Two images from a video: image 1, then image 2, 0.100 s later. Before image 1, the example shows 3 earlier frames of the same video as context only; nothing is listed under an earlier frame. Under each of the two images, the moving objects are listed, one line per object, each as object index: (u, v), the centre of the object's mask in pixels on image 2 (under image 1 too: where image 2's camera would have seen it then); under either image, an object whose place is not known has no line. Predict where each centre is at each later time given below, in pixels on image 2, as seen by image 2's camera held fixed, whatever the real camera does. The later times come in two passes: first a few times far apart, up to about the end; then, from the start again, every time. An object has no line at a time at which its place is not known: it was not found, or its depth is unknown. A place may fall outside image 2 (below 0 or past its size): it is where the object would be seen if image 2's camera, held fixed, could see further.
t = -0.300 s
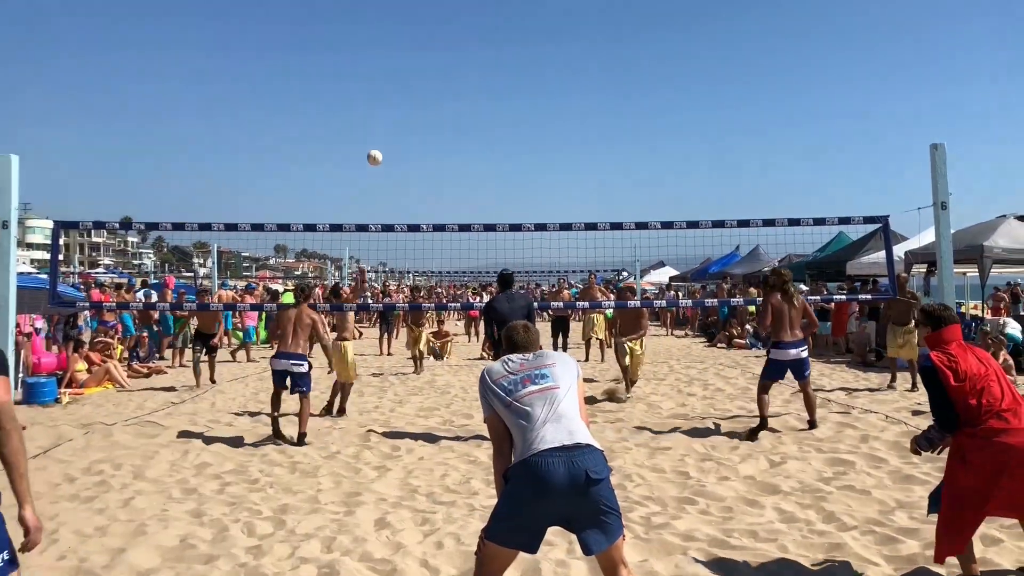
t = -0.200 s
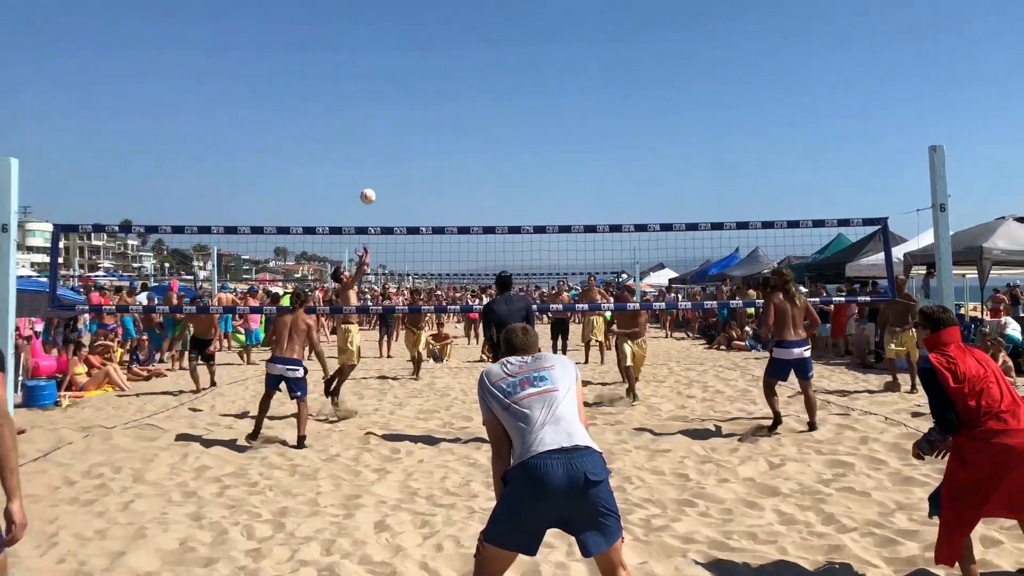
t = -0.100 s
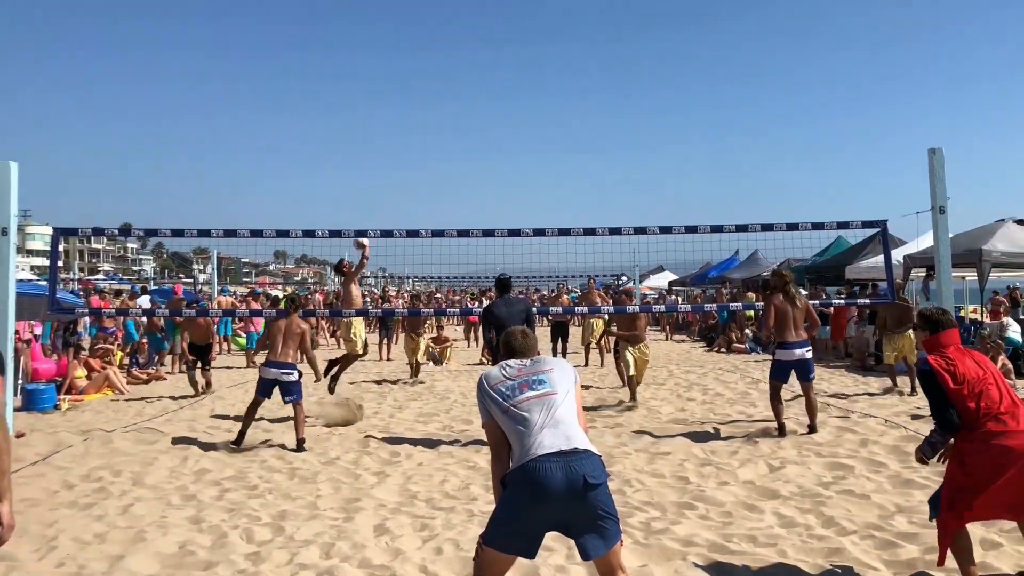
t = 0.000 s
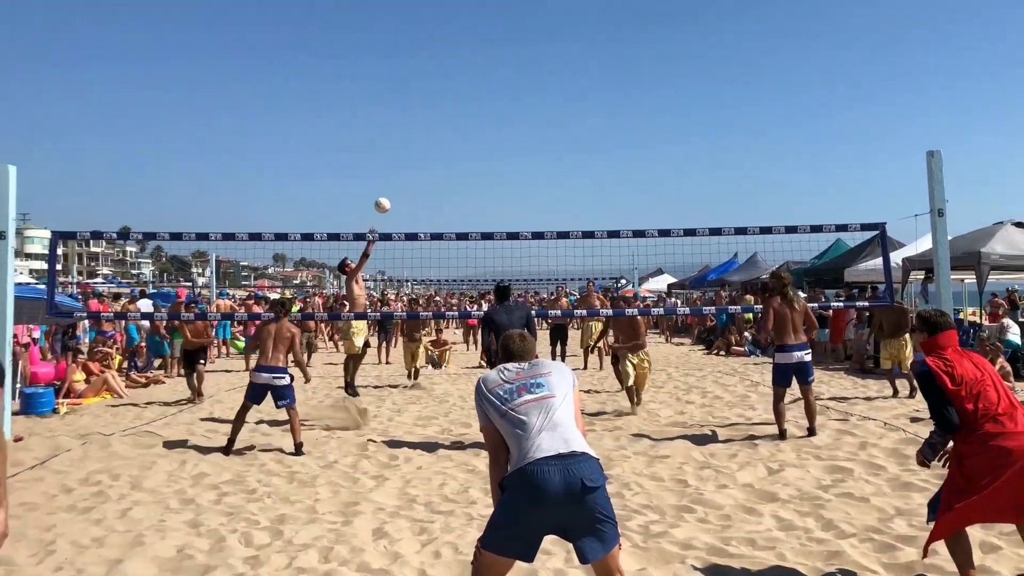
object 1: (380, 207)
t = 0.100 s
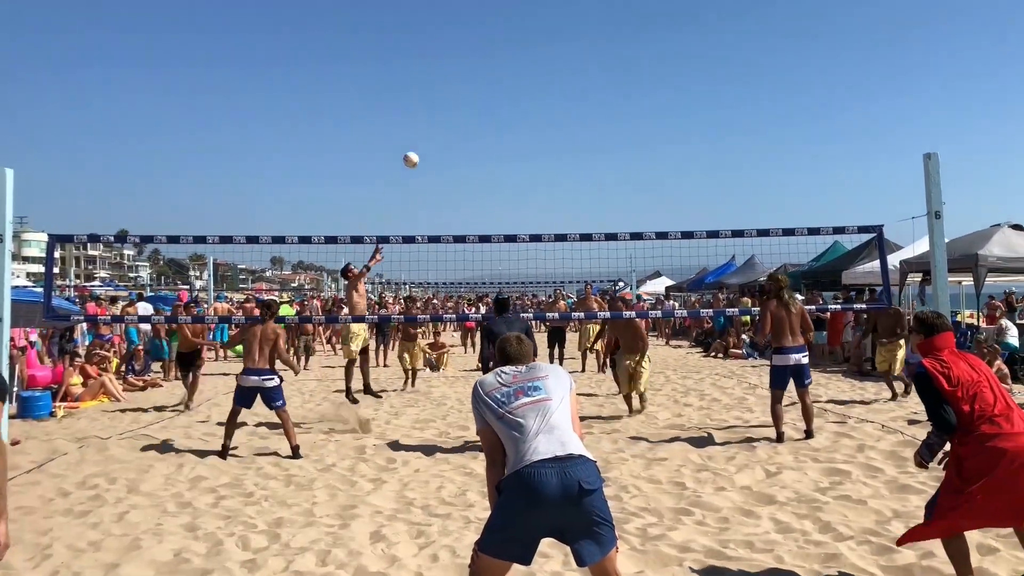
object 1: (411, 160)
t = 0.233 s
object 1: (450, 108)
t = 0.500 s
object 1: (526, 46)
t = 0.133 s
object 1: (421, 145)
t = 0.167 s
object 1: (431, 132)
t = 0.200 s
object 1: (440, 120)
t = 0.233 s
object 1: (450, 108)
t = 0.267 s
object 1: (460, 98)
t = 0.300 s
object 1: (470, 88)
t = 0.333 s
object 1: (479, 79)
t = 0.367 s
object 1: (489, 71)
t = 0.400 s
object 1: (498, 64)
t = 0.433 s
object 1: (508, 57)
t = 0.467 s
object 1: (517, 51)
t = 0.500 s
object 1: (526, 46)
